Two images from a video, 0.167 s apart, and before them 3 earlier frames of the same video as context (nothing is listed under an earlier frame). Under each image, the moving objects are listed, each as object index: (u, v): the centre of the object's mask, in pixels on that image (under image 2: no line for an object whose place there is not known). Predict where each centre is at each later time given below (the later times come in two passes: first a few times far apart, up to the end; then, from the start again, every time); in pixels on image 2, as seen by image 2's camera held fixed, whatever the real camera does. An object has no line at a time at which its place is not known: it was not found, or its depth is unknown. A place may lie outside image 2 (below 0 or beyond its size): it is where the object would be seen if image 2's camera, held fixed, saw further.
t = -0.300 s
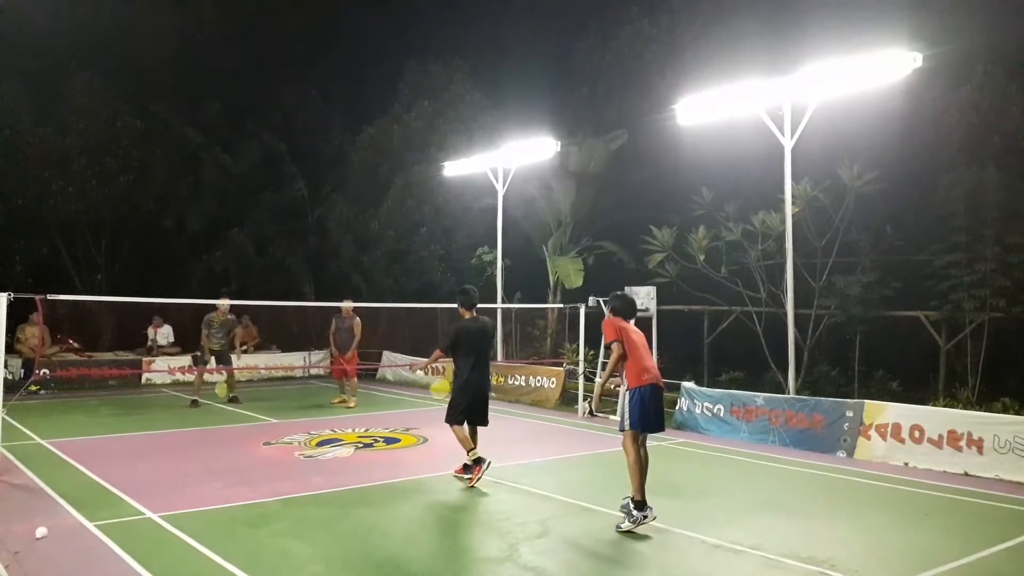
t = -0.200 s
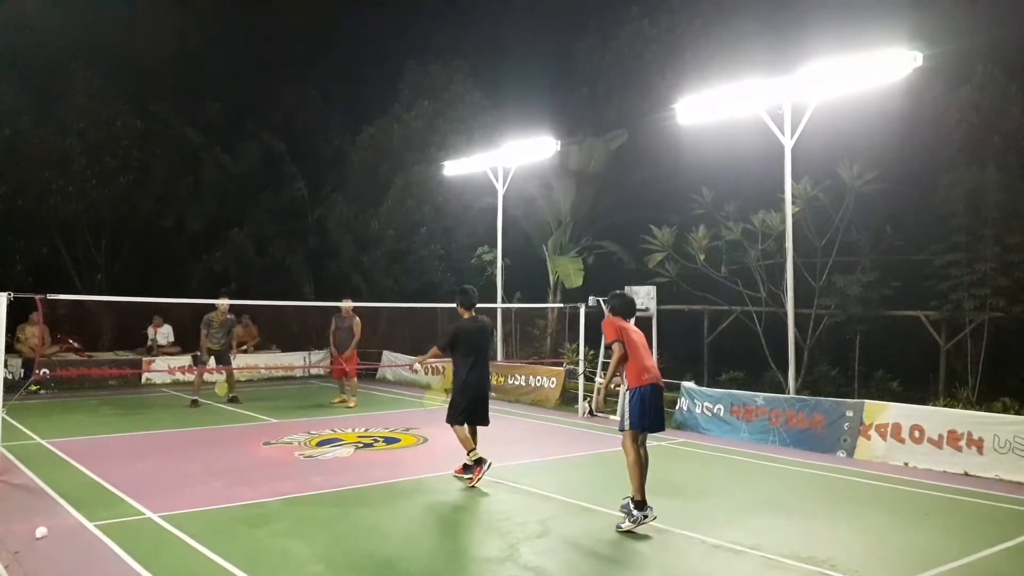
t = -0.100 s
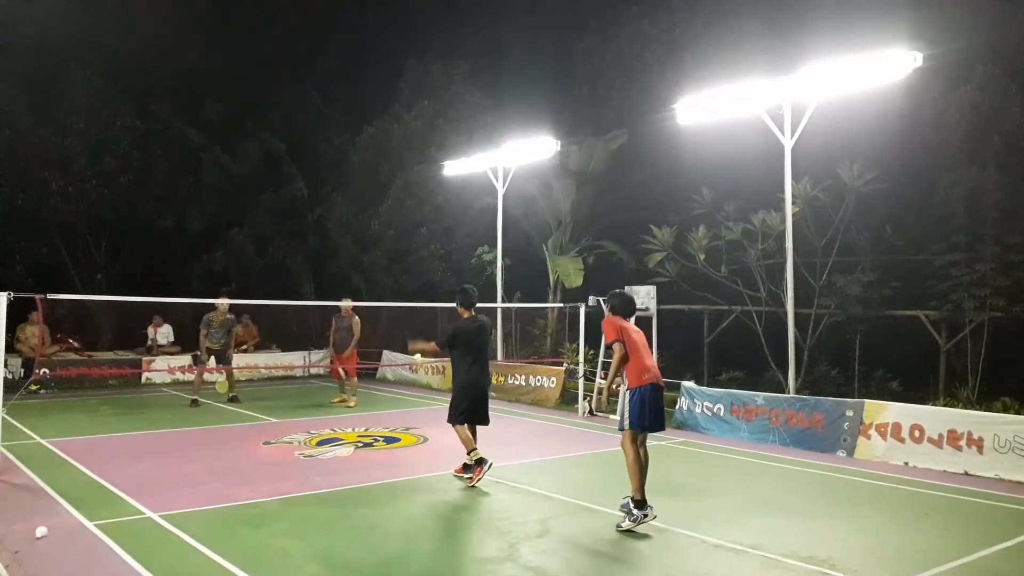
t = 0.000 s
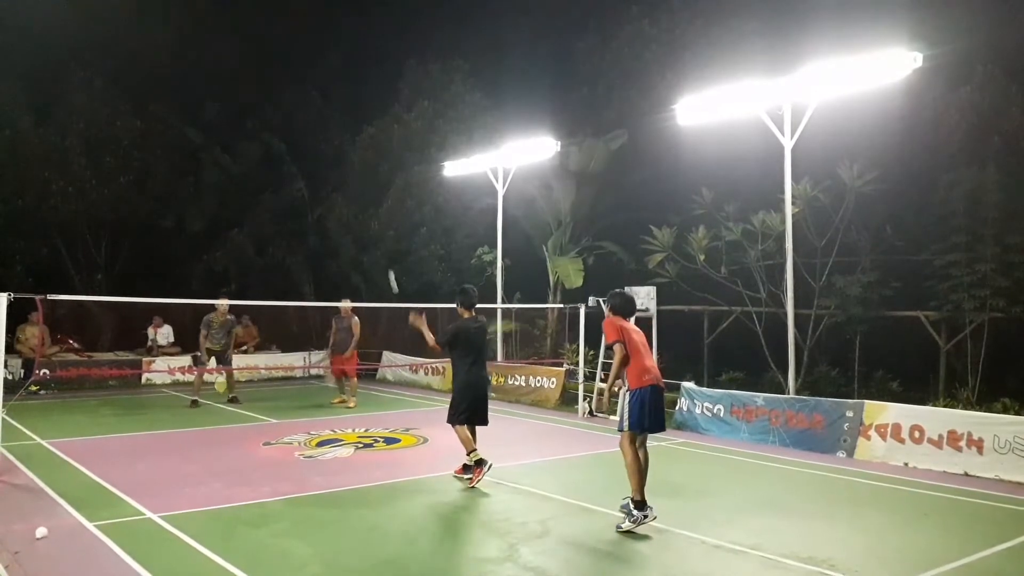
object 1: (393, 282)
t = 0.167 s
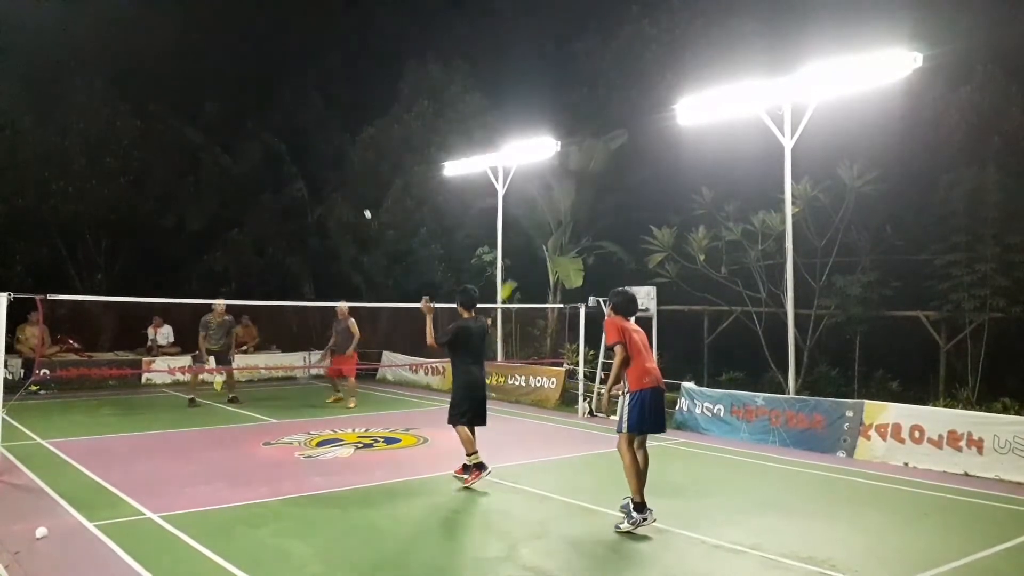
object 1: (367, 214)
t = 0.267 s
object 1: (358, 199)
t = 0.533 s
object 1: (345, 200)
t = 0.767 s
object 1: (340, 230)
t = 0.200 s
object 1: (364, 208)
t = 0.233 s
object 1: (361, 203)
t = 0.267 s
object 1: (358, 199)
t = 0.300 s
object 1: (356, 196)
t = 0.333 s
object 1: (354, 194)
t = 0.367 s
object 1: (352, 193)
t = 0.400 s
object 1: (350, 193)
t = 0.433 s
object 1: (349, 193)
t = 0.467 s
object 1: (348, 195)
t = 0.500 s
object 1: (346, 197)
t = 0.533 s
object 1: (345, 200)
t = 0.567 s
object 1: (344, 202)
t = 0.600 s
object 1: (343, 206)
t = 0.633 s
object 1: (342, 210)
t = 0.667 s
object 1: (342, 214)
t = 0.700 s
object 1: (341, 219)
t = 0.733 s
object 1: (340, 224)
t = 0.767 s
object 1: (340, 230)
